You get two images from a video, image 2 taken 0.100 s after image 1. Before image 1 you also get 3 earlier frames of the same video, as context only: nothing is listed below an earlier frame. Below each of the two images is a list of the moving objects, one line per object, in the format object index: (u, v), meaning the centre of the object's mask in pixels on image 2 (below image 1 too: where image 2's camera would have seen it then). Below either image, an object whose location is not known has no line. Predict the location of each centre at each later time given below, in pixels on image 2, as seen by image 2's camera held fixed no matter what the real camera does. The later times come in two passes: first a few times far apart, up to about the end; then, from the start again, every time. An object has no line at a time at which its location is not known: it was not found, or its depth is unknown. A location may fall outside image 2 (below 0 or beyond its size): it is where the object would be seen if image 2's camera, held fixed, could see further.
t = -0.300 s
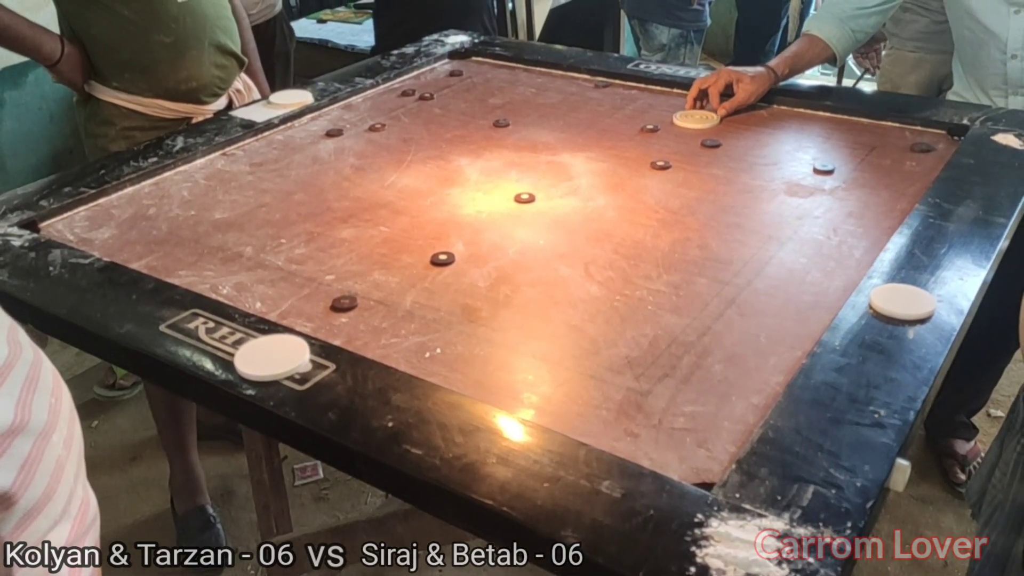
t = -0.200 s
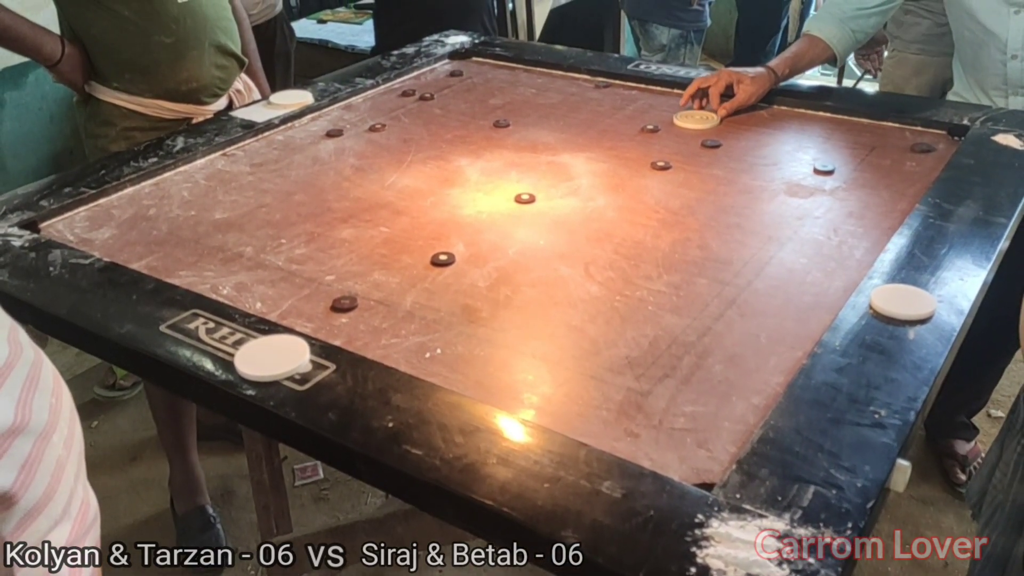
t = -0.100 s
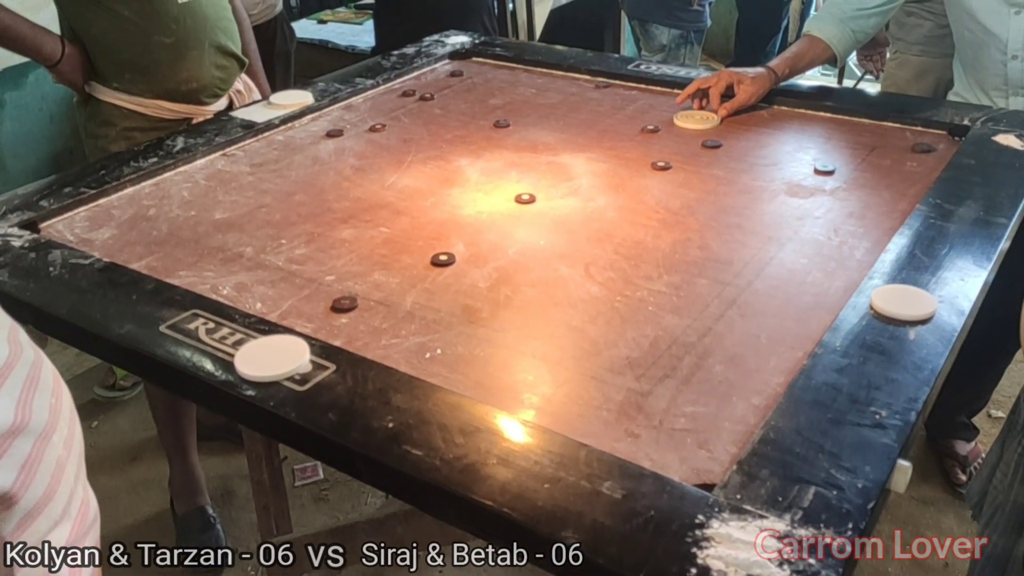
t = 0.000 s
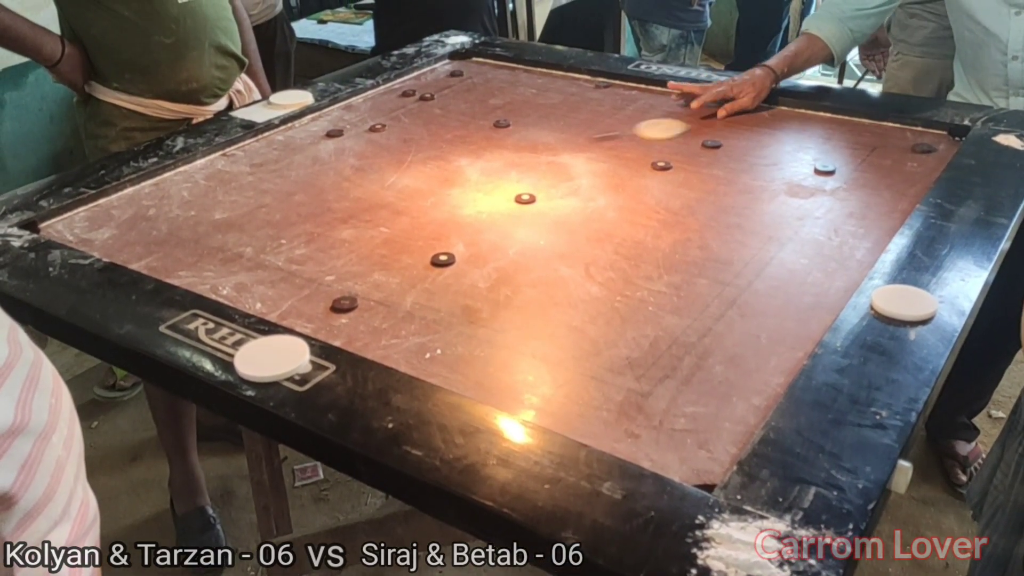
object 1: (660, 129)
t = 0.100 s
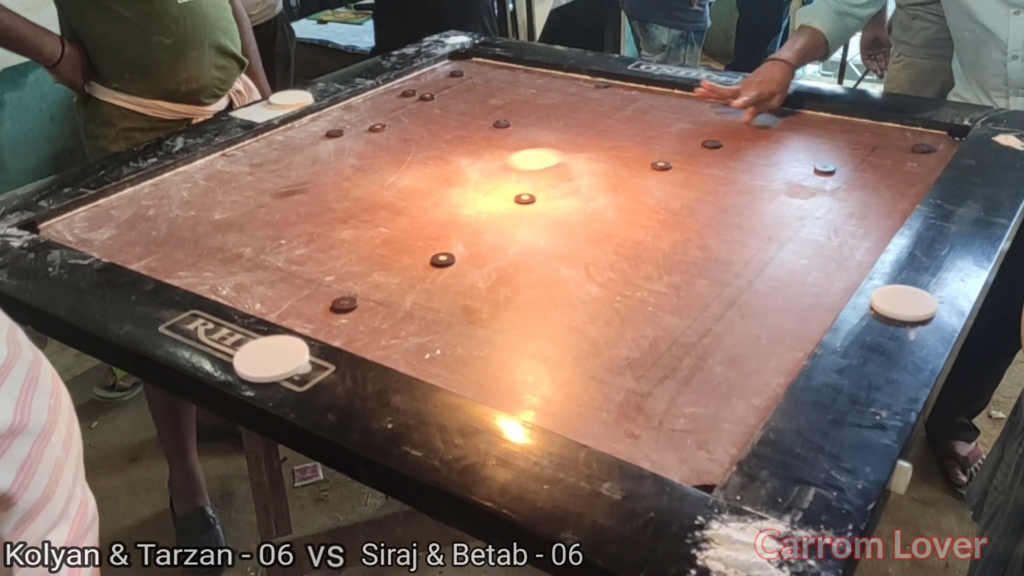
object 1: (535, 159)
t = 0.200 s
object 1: (391, 196)
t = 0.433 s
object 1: (200, 213)
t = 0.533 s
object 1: (252, 168)
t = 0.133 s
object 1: (488, 171)
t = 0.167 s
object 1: (440, 183)
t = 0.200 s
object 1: (391, 196)
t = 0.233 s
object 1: (340, 210)
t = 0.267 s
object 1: (286, 224)
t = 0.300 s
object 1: (228, 239)
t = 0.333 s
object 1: (168, 254)
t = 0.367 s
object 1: (158, 248)
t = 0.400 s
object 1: (180, 229)
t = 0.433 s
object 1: (200, 213)
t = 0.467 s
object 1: (219, 196)
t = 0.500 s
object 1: (236, 181)
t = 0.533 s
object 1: (252, 168)
